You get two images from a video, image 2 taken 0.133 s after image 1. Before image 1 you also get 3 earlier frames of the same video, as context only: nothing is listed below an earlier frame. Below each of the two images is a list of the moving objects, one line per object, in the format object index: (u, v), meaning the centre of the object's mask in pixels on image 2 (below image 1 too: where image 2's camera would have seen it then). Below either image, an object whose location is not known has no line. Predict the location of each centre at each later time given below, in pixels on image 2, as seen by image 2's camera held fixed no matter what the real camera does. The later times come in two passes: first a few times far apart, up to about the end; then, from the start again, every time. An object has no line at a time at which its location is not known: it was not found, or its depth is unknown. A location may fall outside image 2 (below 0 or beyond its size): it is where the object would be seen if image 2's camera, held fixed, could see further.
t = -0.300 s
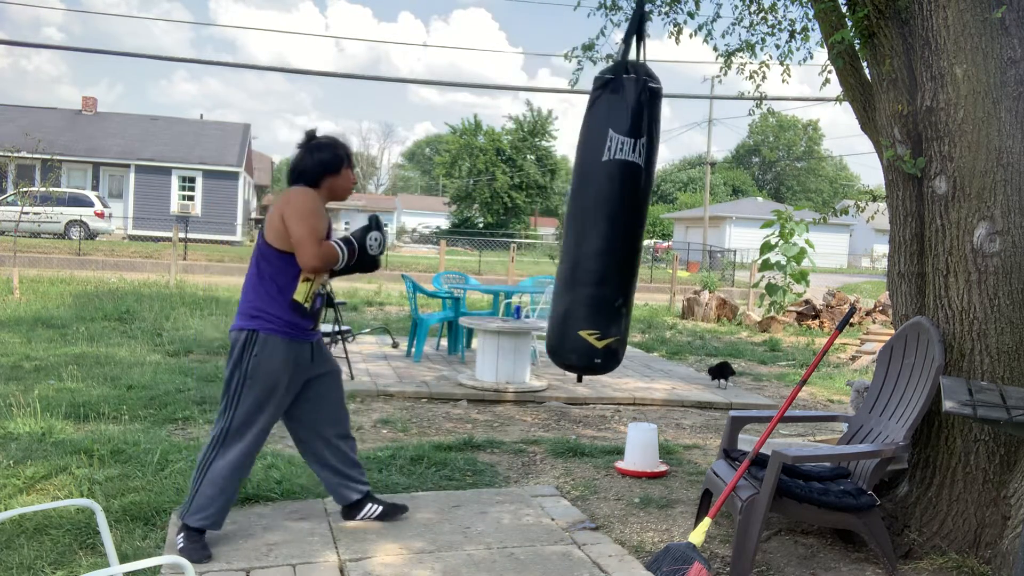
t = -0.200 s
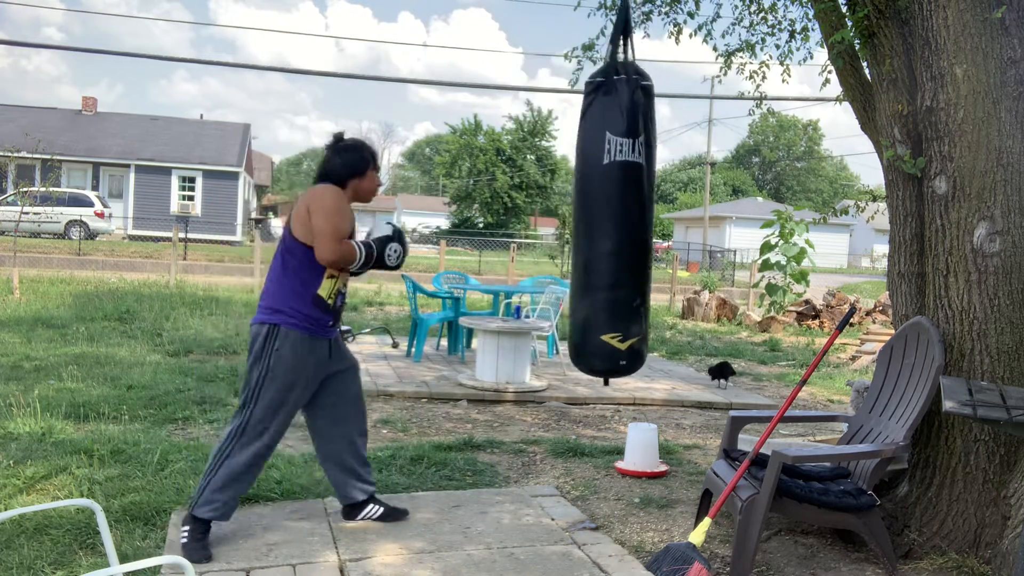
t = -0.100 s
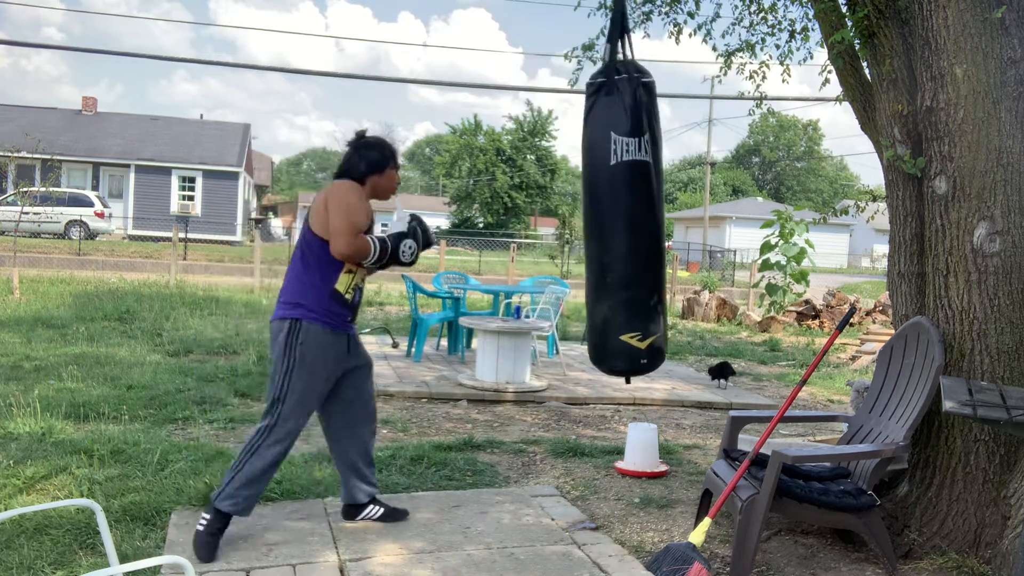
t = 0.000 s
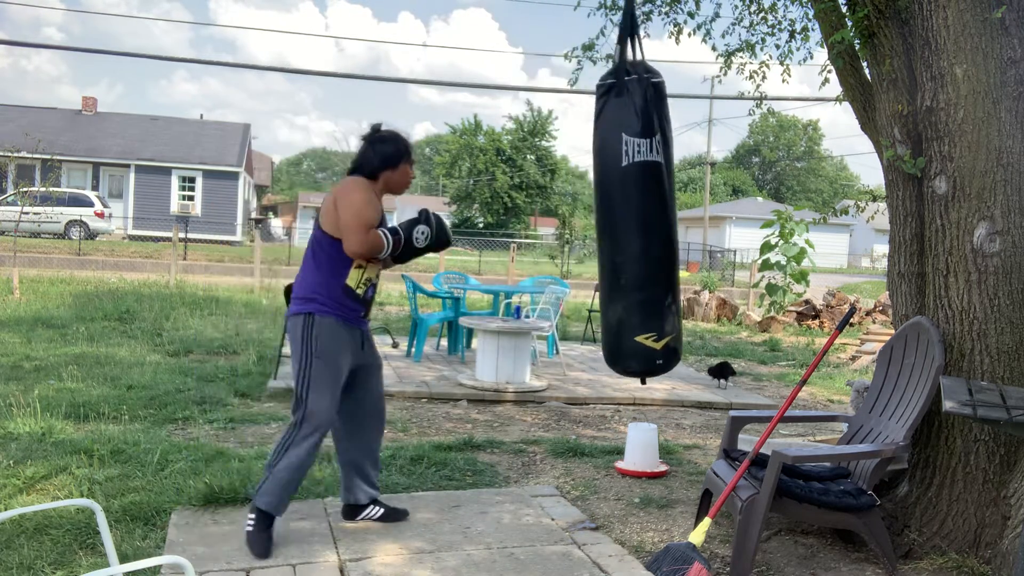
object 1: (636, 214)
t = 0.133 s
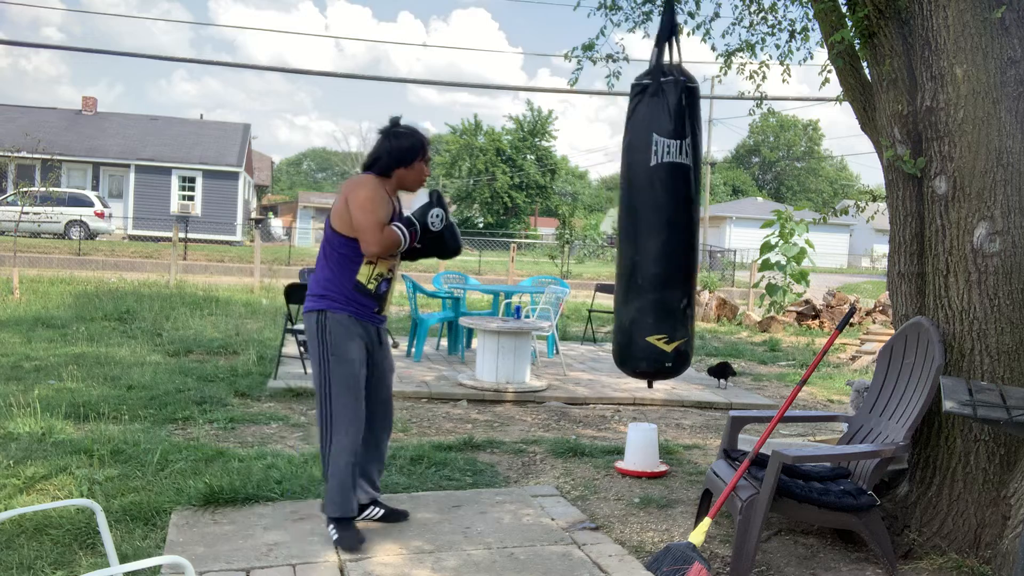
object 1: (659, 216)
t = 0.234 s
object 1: (675, 214)
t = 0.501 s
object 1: (691, 215)
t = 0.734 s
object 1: (704, 217)
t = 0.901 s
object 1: (715, 215)
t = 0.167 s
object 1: (665, 215)
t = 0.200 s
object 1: (670, 215)
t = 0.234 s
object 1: (675, 214)
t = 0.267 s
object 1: (679, 214)
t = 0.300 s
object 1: (682, 214)
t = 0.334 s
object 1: (685, 214)
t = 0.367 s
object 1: (687, 214)
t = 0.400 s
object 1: (689, 214)
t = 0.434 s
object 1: (689, 215)
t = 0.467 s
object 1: (690, 215)
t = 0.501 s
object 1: (691, 215)
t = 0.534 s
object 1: (693, 215)
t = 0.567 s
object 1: (694, 215)
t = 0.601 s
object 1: (695, 215)
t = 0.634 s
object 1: (697, 215)
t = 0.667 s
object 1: (699, 216)
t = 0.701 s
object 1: (702, 216)
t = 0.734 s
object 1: (704, 217)
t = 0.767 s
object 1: (707, 217)
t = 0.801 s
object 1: (710, 217)
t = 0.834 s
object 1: (713, 216)
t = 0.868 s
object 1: (714, 216)
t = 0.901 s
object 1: (715, 215)
